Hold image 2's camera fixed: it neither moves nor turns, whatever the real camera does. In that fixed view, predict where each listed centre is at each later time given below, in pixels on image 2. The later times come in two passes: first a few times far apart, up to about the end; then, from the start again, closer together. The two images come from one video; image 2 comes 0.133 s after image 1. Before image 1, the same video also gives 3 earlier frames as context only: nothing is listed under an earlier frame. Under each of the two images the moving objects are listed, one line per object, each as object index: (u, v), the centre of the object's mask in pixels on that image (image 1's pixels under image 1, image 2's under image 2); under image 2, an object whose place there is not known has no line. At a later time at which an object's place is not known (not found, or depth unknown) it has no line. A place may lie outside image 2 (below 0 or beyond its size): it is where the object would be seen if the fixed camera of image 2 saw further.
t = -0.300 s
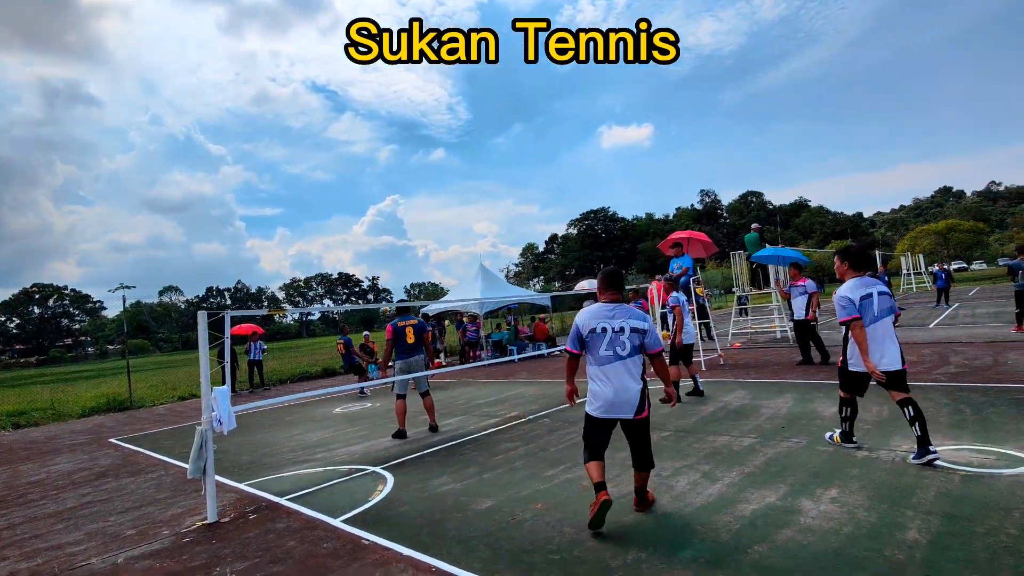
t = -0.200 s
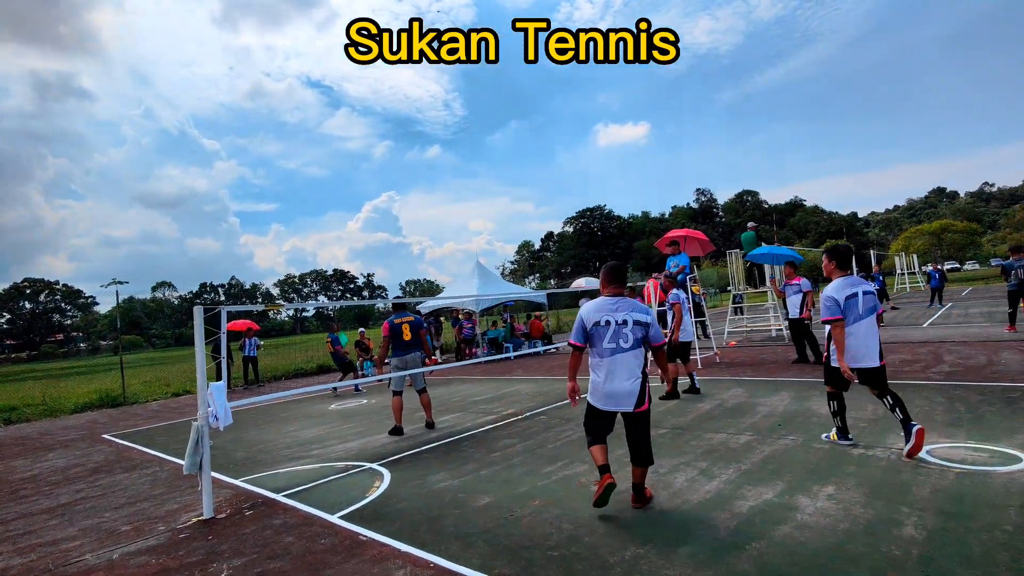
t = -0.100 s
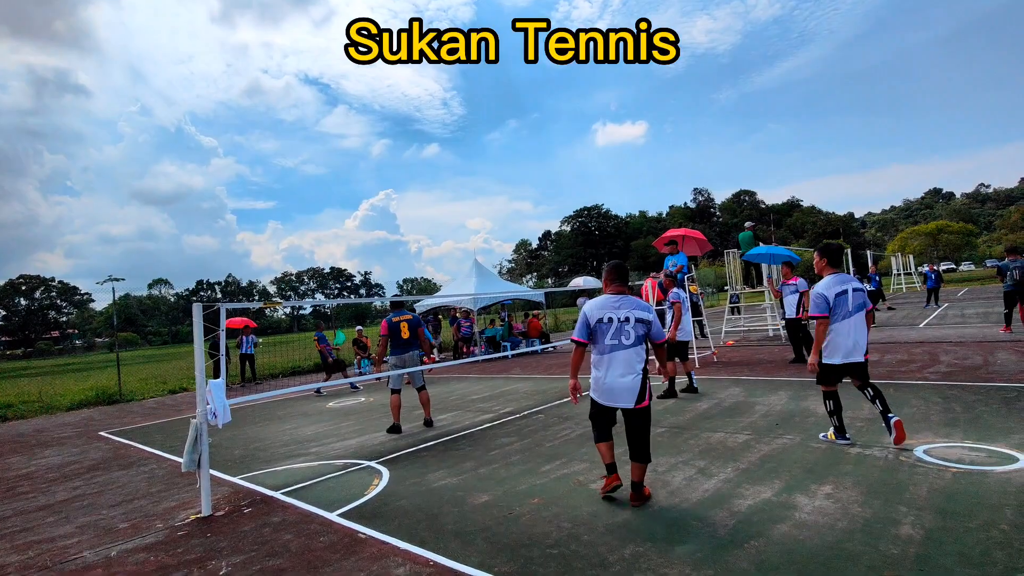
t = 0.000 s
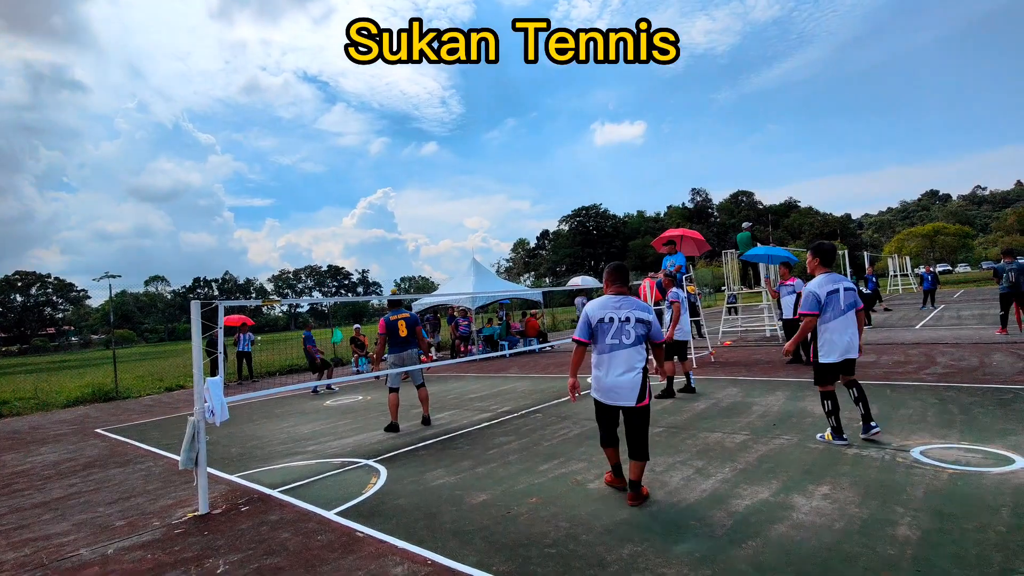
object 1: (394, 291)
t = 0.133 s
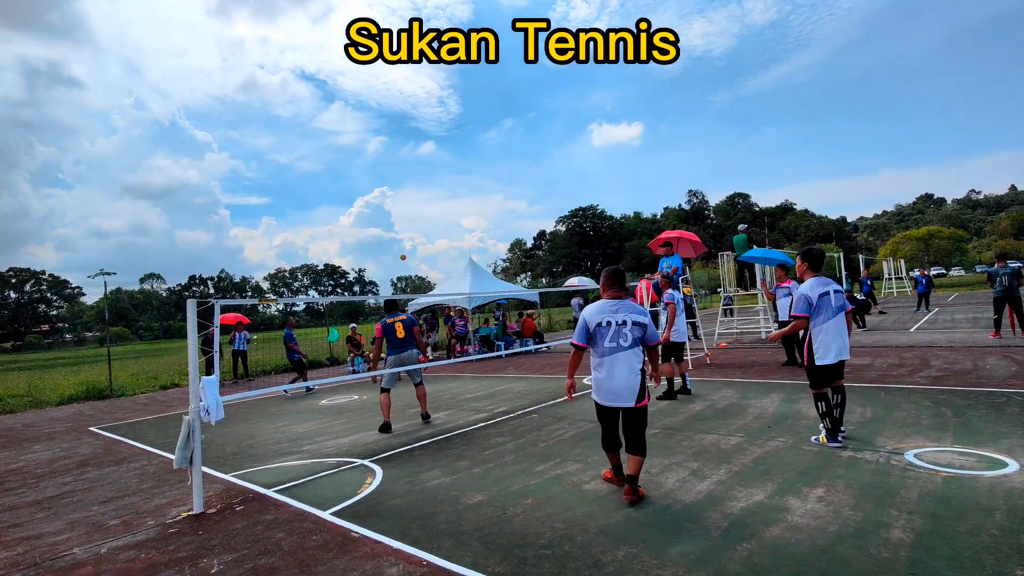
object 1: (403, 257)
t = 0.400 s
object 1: (432, 214)
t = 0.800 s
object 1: (481, 217)
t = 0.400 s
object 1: (432, 214)
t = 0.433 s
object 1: (436, 211)
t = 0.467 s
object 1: (439, 209)
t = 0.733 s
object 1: (472, 210)
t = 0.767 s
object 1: (476, 213)
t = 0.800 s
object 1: (481, 217)
